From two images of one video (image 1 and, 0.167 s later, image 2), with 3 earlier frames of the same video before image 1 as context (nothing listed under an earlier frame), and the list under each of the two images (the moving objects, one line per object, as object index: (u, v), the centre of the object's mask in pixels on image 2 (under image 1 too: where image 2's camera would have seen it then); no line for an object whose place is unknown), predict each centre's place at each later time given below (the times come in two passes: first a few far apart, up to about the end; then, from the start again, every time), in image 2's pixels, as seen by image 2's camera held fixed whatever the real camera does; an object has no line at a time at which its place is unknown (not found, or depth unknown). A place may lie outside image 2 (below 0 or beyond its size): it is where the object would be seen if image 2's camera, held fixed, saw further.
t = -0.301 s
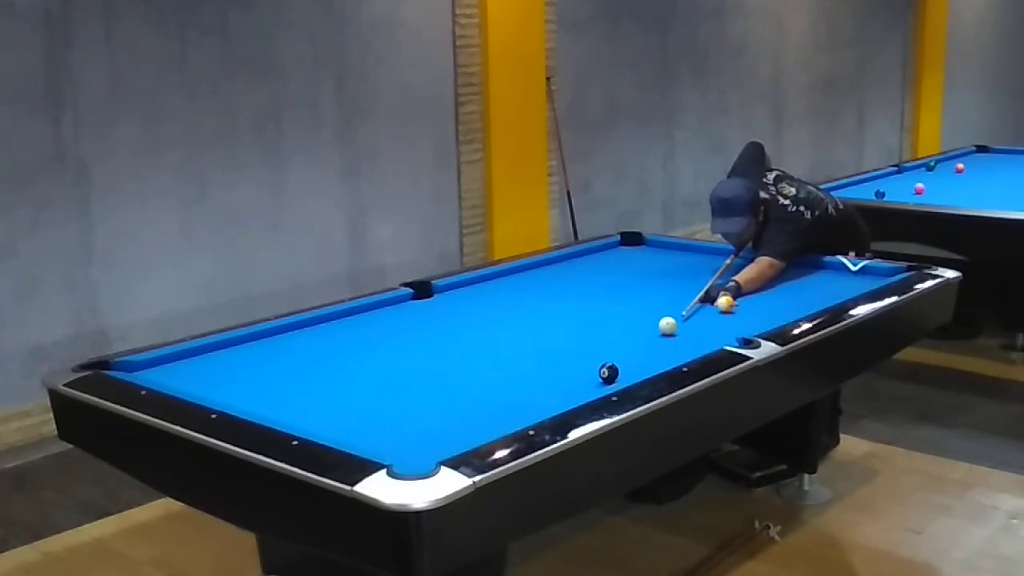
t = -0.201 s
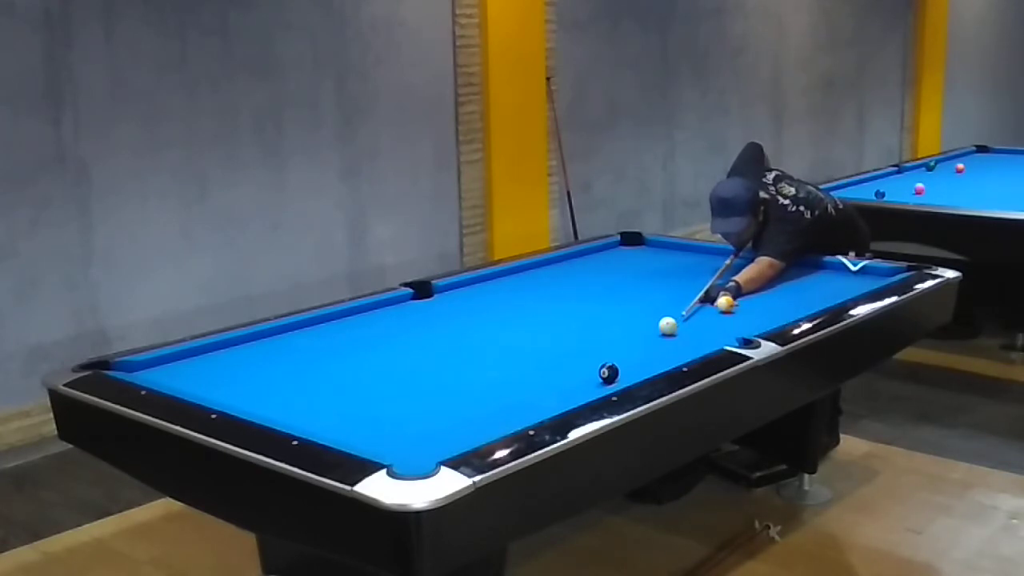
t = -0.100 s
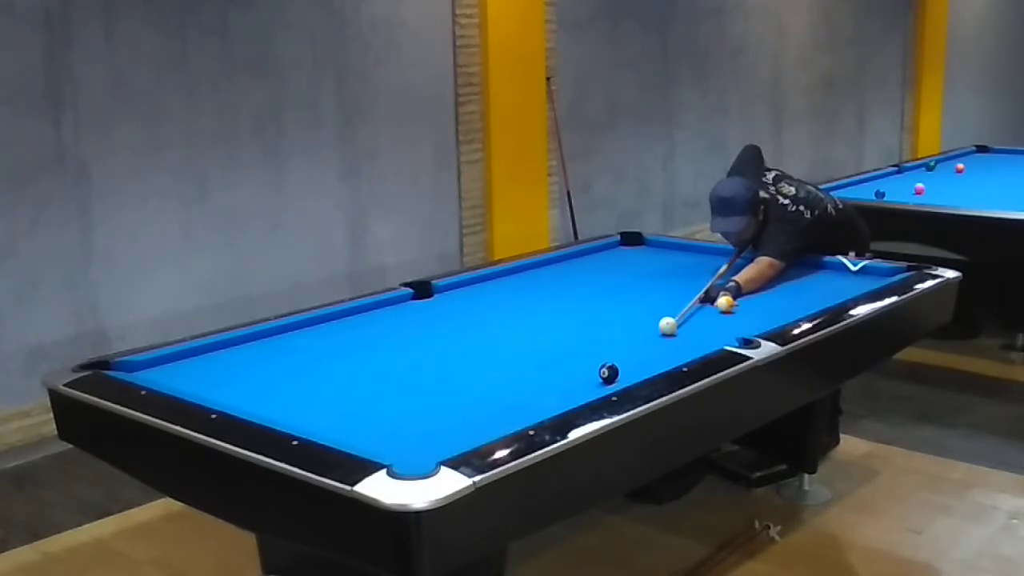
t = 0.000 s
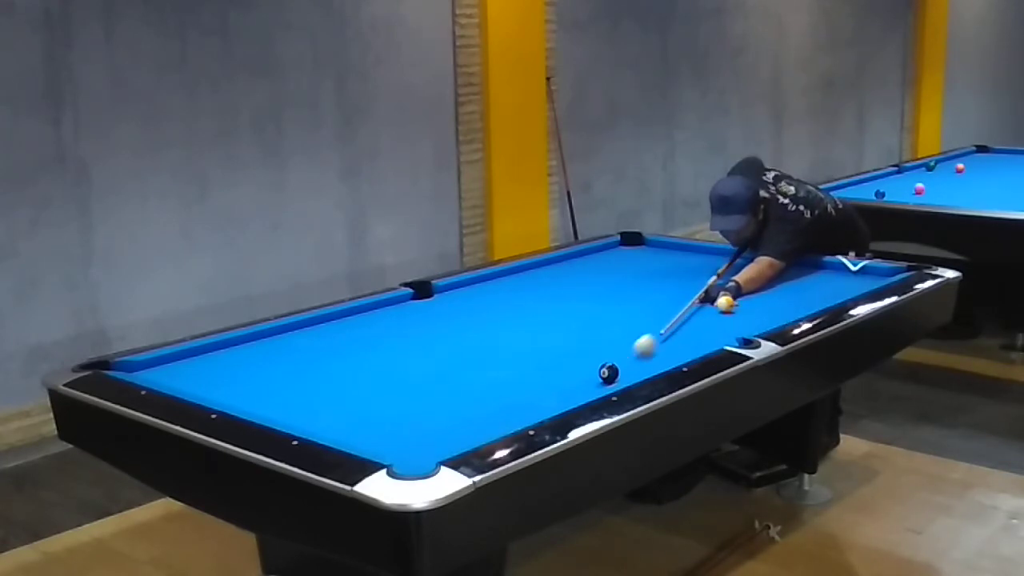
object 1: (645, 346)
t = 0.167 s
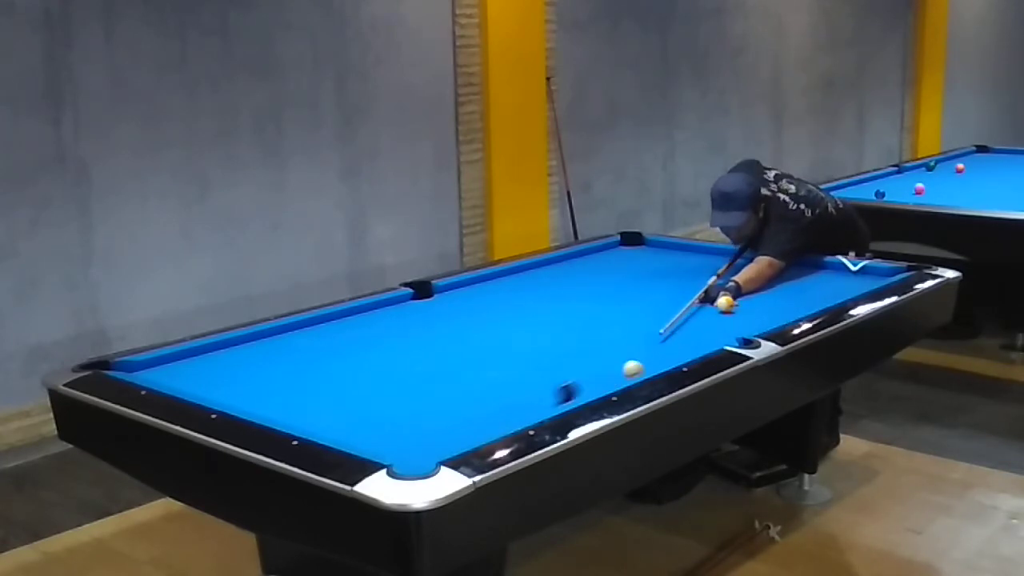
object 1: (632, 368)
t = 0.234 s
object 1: (639, 369)
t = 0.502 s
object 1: (628, 366)
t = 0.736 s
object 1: (619, 362)
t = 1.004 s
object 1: (610, 357)
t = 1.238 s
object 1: (602, 354)
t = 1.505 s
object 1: (595, 350)
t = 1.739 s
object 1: (589, 348)
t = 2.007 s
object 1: (583, 345)
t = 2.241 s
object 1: (579, 343)
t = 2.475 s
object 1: (575, 342)
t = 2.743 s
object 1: (572, 340)
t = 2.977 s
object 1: (569, 339)
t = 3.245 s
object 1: (568, 339)
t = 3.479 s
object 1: (568, 339)
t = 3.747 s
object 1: (568, 339)
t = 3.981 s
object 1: (568, 339)
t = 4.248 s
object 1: (568, 339)
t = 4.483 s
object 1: (568, 338)
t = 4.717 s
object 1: (568, 339)
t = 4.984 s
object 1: (568, 339)
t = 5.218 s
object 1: (568, 339)
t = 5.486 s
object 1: (568, 339)
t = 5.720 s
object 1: (568, 339)
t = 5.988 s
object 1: (568, 339)
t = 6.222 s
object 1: (568, 339)
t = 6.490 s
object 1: (568, 338)
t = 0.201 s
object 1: (636, 369)
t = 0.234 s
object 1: (639, 369)
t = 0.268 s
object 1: (637, 369)
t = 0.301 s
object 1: (636, 368)
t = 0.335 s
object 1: (634, 368)
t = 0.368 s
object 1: (633, 367)
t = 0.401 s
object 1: (632, 367)
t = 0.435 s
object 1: (630, 367)
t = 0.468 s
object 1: (629, 366)
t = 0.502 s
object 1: (628, 366)
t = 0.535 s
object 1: (626, 365)
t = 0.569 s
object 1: (625, 365)
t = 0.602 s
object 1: (624, 364)
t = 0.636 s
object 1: (623, 364)
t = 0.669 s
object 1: (621, 363)
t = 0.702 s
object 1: (620, 362)
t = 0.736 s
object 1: (619, 362)
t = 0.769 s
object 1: (617, 361)
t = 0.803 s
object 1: (616, 361)
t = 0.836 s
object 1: (615, 360)
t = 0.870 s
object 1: (614, 360)
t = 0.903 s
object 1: (613, 359)
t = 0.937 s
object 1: (612, 358)
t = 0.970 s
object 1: (611, 358)
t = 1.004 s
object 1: (610, 357)
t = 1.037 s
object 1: (608, 357)
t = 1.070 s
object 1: (608, 356)
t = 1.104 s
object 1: (606, 356)
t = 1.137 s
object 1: (605, 355)
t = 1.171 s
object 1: (604, 355)
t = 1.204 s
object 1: (603, 354)
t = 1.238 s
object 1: (602, 354)
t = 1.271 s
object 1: (601, 353)
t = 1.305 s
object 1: (600, 353)
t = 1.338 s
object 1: (599, 353)
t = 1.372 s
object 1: (599, 352)
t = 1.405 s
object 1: (597, 352)
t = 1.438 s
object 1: (597, 351)
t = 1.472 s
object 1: (596, 351)
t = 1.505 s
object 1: (595, 350)
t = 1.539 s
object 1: (594, 350)
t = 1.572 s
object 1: (593, 350)
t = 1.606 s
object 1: (592, 349)
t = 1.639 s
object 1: (591, 349)
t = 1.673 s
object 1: (591, 348)
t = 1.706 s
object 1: (590, 348)
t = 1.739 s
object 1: (589, 348)
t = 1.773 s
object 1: (588, 347)
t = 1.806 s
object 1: (587, 347)
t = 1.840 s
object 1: (586, 347)
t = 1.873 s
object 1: (586, 346)
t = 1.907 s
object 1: (585, 346)
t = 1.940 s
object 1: (584, 346)
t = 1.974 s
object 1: (584, 345)
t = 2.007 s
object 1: (583, 345)
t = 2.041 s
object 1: (582, 345)
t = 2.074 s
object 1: (581, 344)
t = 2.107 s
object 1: (581, 344)
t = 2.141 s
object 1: (580, 344)
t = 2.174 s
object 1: (580, 344)
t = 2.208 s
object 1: (579, 343)
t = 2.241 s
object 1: (579, 343)
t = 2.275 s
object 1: (578, 343)
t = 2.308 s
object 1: (578, 343)
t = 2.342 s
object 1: (577, 343)
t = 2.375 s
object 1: (577, 342)
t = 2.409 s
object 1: (576, 342)
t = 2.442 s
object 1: (575, 342)
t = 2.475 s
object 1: (575, 342)
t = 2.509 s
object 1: (574, 341)
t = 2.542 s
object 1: (574, 341)
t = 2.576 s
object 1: (573, 341)
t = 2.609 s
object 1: (573, 341)
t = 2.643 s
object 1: (573, 341)
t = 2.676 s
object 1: (572, 340)
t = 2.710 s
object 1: (572, 340)
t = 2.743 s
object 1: (572, 340)
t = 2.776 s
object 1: (571, 340)
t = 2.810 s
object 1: (571, 340)
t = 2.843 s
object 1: (571, 340)
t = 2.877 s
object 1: (570, 340)
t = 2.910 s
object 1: (570, 339)
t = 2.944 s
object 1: (570, 339)
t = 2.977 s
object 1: (569, 339)
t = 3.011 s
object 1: (569, 339)
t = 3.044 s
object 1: (569, 339)
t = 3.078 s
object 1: (569, 339)
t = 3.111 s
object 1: (569, 339)
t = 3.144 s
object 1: (569, 339)
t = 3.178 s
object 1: (568, 339)
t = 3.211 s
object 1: (568, 339)
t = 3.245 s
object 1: (568, 339)
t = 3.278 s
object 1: (568, 339)
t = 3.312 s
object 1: (568, 339)
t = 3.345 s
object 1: (568, 339)
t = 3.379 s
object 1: (568, 339)
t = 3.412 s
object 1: (568, 339)
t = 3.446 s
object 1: (568, 339)
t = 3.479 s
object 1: (568, 339)
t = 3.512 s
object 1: (568, 339)
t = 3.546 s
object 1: (568, 339)
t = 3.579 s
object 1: (568, 339)
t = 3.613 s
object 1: (568, 339)
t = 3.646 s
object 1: (568, 339)
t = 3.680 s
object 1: (568, 339)
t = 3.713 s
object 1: (568, 339)
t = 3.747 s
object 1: (568, 339)
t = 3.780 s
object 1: (568, 339)
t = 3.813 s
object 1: (568, 339)
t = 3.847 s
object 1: (568, 339)
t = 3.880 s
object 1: (568, 339)
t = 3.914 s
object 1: (568, 339)
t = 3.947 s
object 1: (568, 338)
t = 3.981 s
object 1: (568, 339)
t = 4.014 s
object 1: (568, 339)
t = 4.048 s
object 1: (568, 339)
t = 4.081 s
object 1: (568, 339)
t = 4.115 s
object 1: (568, 339)
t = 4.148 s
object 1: (568, 339)
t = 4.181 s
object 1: (568, 338)
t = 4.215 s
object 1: (568, 339)
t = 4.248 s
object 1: (568, 339)
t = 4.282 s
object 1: (568, 339)
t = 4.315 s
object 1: (568, 339)
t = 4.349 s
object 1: (568, 338)
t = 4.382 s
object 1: (568, 338)
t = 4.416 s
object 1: (568, 339)
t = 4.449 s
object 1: (568, 338)
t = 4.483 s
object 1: (568, 338)
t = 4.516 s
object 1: (568, 338)
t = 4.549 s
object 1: (568, 339)
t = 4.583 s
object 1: (568, 339)
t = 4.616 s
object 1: (568, 339)
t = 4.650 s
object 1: (568, 339)
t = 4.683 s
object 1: (568, 339)
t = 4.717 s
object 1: (568, 339)
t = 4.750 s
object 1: (568, 339)
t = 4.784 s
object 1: (568, 339)
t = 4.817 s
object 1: (568, 339)
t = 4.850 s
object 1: (568, 339)
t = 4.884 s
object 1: (568, 339)
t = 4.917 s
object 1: (568, 339)
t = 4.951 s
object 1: (568, 339)
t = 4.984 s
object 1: (568, 339)
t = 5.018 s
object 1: (568, 339)
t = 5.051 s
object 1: (568, 339)
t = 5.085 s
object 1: (568, 339)
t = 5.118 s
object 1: (568, 339)
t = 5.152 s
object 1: (568, 339)
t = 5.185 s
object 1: (568, 339)
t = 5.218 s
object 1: (568, 339)
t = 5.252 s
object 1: (568, 339)
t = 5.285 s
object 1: (568, 339)
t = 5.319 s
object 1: (568, 339)
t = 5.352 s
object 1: (568, 339)
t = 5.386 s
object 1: (568, 339)
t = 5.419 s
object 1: (568, 339)
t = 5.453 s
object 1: (568, 339)
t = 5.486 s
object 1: (568, 339)
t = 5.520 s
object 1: (568, 339)
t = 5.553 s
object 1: (568, 339)
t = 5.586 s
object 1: (568, 339)
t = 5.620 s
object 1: (568, 339)
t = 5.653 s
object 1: (568, 339)
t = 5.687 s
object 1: (568, 339)
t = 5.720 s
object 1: (568, 339)
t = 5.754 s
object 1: (568, 339)
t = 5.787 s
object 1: (568, 339)
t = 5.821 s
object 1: (568, 339)
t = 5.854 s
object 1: (568, 339)
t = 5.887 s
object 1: (568, 339)
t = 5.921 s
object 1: (568, 339)
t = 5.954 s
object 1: (568, 339)
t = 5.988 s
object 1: (568, 339)
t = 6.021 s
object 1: (568, 339)
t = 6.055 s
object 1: (568, 339)
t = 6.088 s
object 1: (568, 339)
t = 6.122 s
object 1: (568, 339)
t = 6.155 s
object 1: (568, 339)
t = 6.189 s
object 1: (568, 339)
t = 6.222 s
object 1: (568, 339)
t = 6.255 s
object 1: (568, 339)
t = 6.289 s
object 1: (568, 339)
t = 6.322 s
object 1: (568, 339)
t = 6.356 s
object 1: (568, 339)
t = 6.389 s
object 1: (568, 339)
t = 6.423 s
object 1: (568, 338)
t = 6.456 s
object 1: (568, 338)
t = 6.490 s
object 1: (568, 338)
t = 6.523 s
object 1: (568, 338)
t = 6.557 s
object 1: (568, 339)
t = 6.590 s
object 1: (568, 338)
